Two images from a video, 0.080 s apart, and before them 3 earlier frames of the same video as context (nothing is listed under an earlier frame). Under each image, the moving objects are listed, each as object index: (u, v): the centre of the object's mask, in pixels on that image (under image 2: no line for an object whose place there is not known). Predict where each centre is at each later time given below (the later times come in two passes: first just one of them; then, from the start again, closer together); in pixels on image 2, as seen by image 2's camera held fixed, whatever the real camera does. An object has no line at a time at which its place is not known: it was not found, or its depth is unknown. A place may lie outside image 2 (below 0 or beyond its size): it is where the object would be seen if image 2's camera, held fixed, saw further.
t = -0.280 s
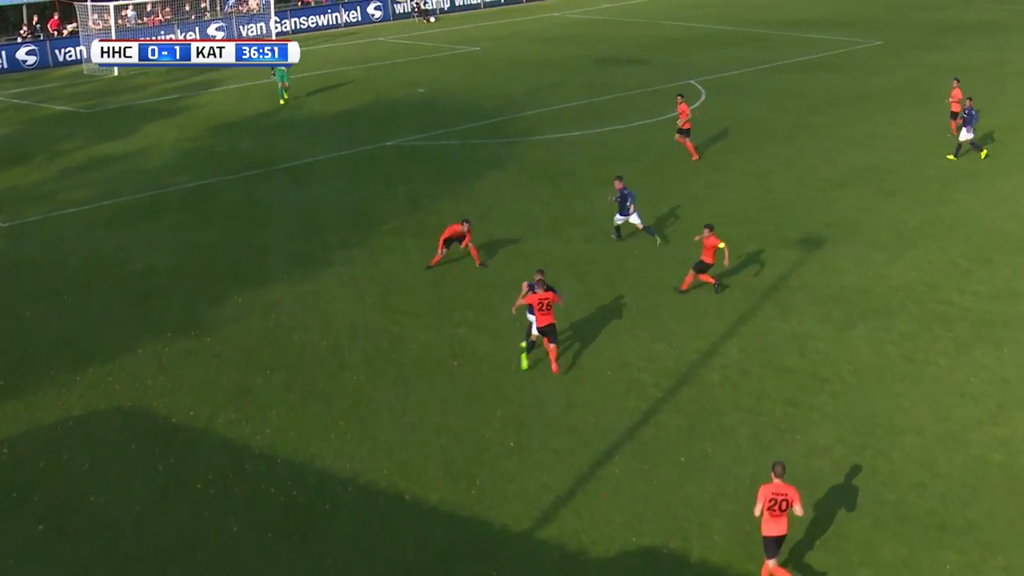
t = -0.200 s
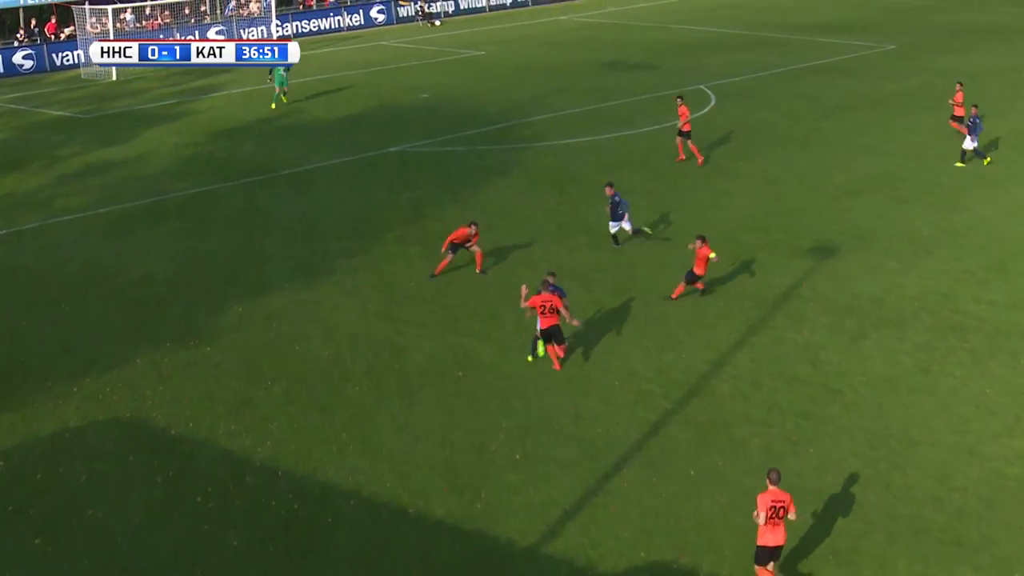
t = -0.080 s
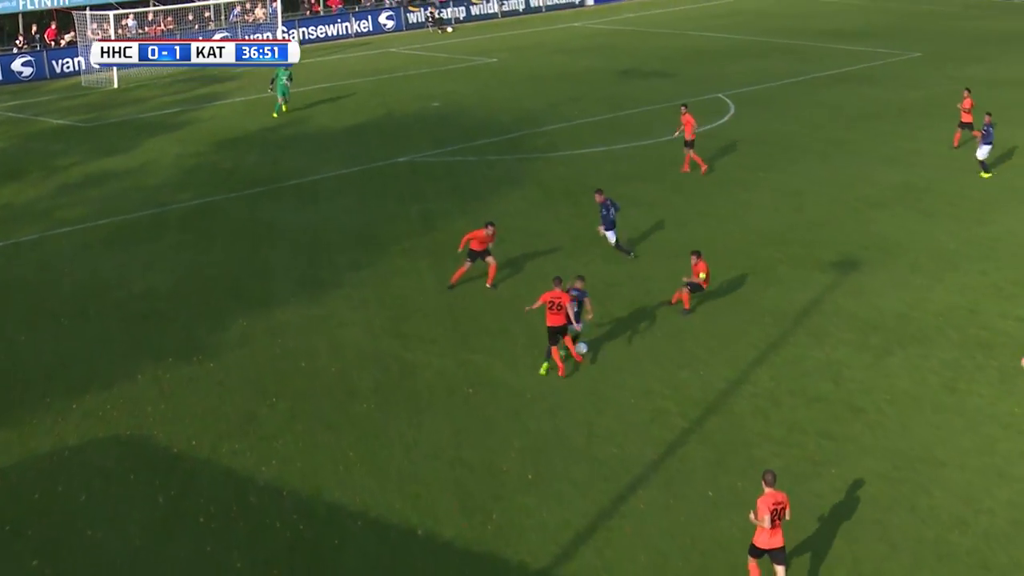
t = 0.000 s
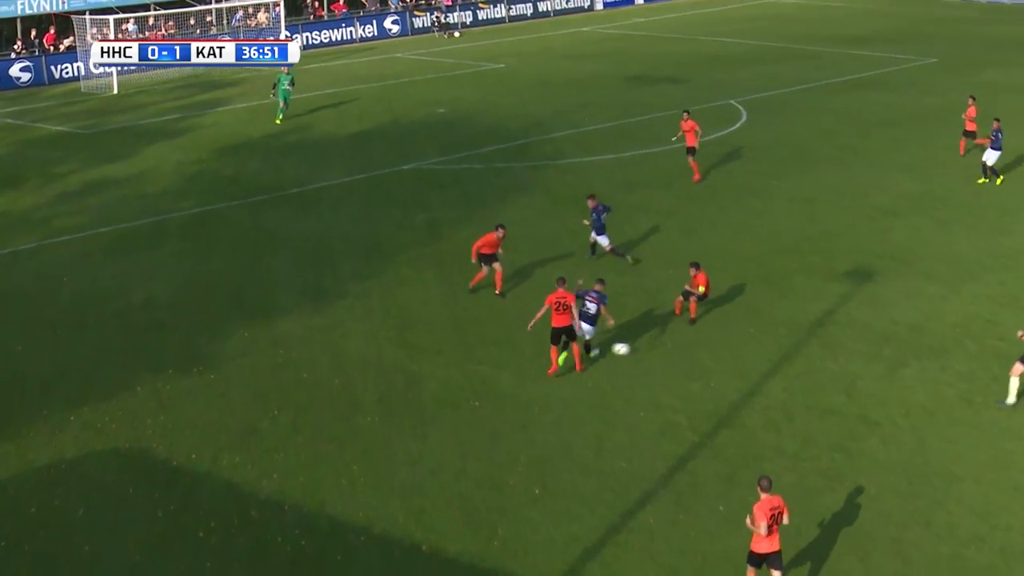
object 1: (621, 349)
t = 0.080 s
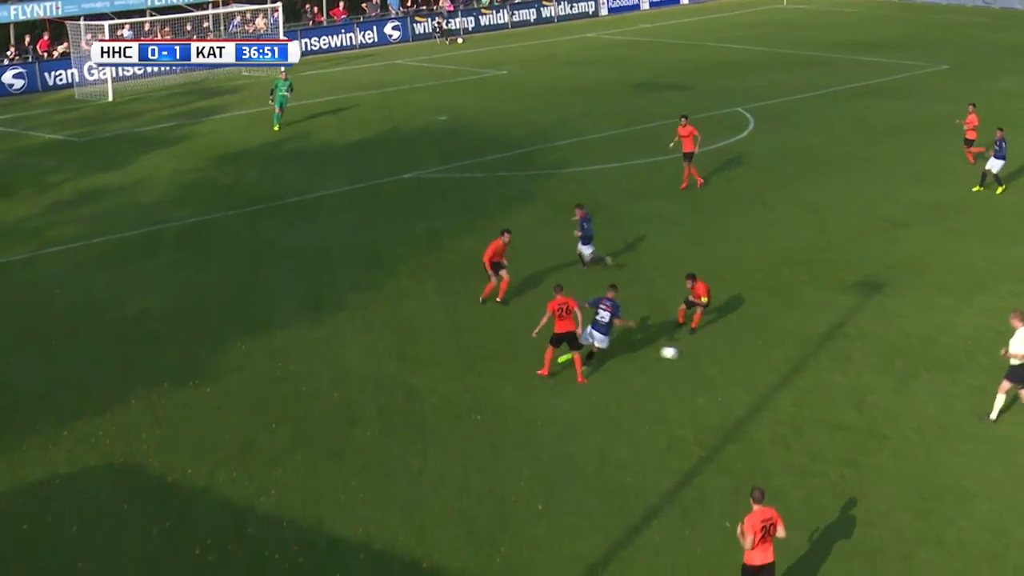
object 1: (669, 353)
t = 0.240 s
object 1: (734, 334)
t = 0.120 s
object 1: (689, 350)
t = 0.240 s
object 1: (734, 334)
